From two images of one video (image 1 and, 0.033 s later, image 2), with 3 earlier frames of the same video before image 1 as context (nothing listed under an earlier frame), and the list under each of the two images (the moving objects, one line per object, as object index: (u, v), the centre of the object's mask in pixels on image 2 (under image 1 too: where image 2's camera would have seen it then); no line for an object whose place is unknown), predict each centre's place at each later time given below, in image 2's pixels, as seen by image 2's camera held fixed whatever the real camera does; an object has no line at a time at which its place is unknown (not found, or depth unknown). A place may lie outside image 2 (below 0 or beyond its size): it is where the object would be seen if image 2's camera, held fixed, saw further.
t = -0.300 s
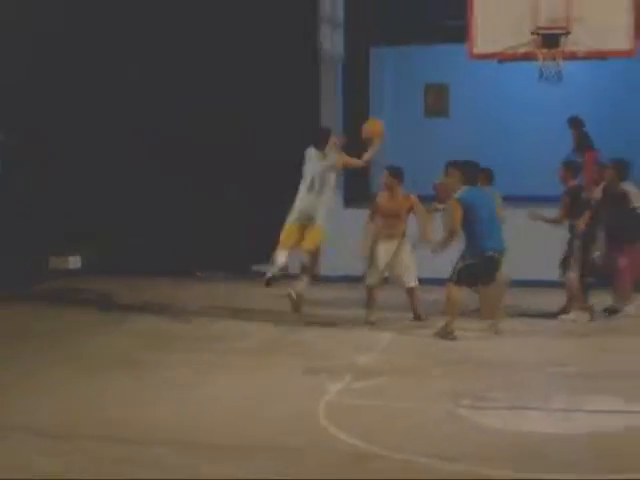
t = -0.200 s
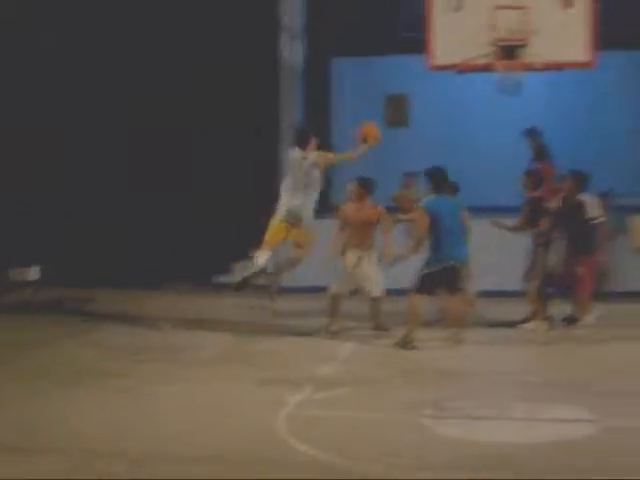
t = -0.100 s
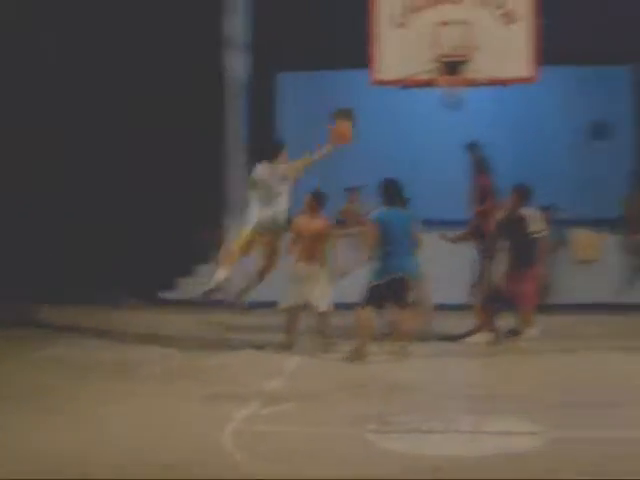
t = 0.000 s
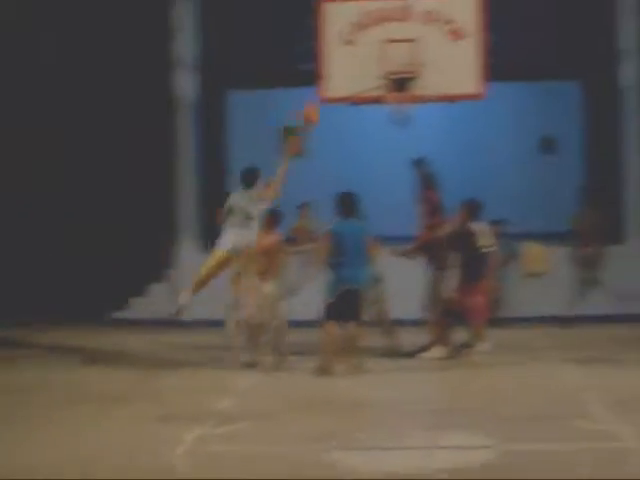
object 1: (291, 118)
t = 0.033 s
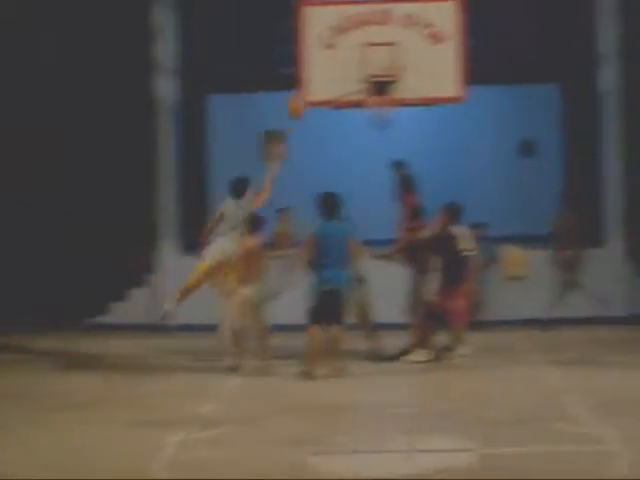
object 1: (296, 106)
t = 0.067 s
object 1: (299, 100)
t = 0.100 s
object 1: (306, 94)
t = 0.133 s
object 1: (312, 86)
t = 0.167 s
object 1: (316, 80)
